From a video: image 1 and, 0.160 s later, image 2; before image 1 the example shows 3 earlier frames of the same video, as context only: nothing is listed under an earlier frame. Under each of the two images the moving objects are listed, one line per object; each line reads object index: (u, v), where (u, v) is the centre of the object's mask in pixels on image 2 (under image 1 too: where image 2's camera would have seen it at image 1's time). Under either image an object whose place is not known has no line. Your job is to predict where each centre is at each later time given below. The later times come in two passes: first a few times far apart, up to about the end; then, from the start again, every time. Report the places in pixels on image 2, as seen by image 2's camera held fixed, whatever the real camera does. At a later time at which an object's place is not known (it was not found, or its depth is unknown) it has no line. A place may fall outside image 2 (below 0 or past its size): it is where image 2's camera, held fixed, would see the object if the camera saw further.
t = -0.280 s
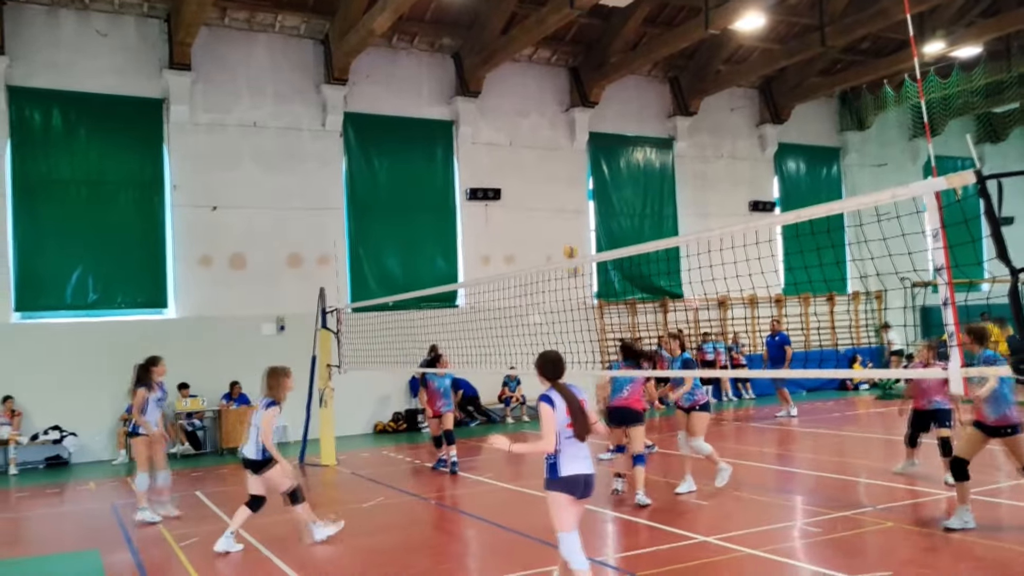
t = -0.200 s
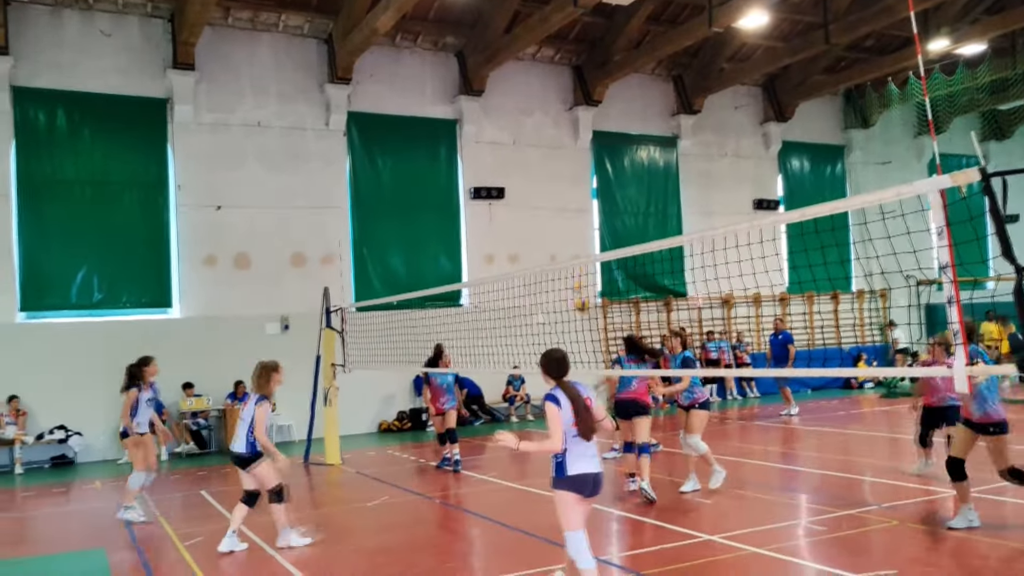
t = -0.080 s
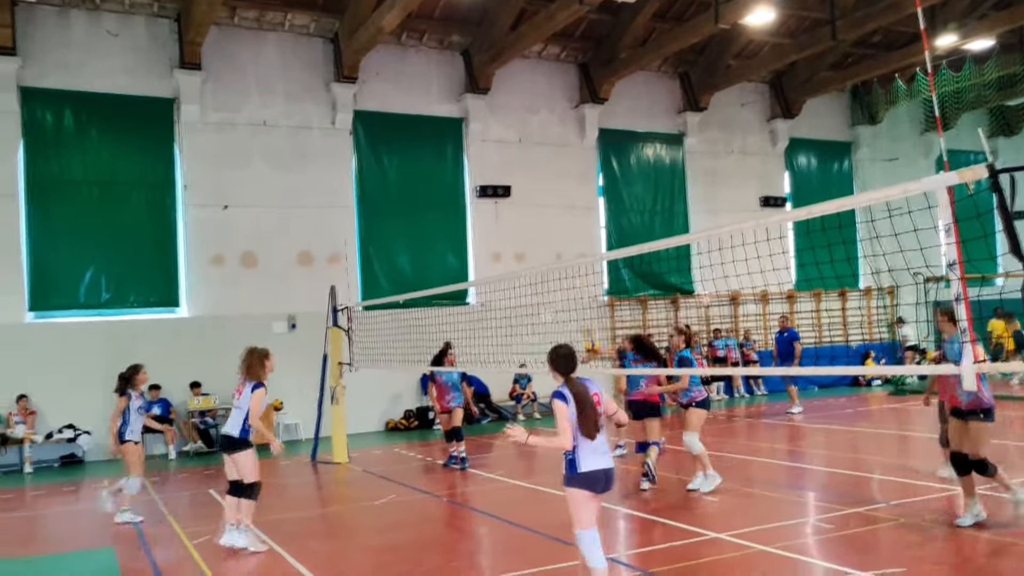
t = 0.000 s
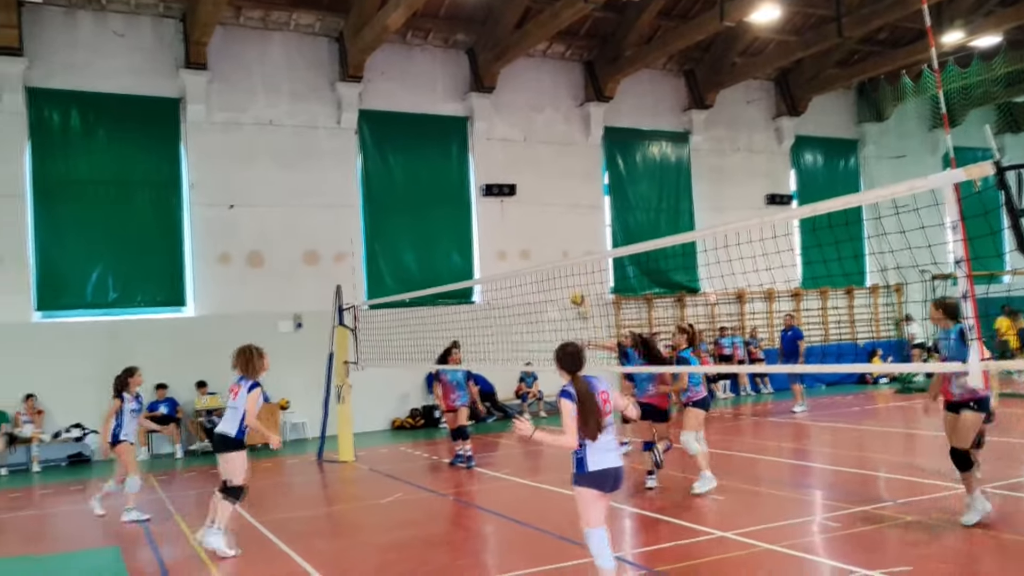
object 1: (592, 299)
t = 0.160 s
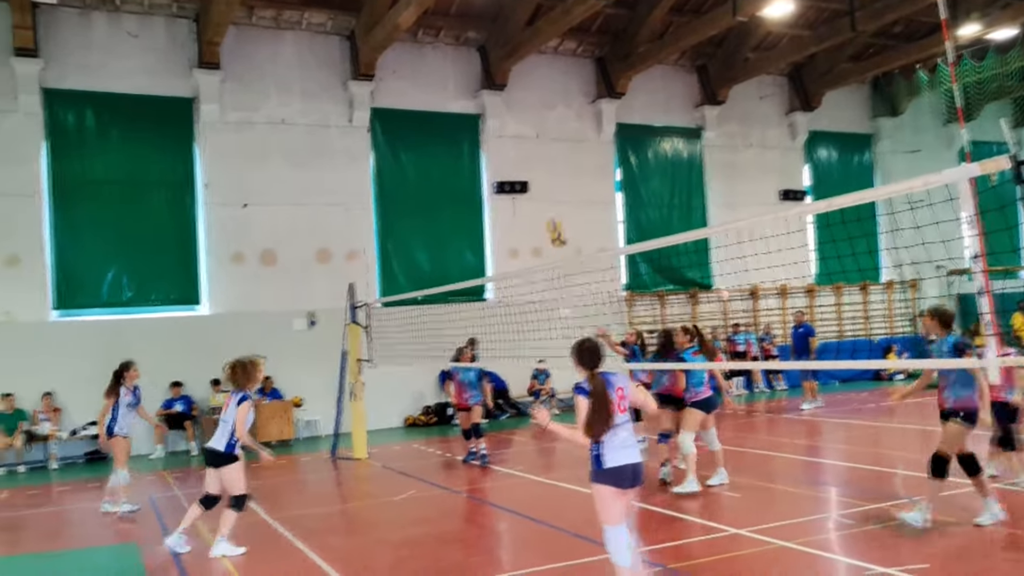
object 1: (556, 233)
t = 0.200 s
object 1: (547, 220)
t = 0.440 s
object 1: (481, 146)
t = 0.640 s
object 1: (416, 118)
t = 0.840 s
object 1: (338, 128)
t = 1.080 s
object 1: (210, 229)
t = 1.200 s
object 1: (141, 311)
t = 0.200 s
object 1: (547, 220)
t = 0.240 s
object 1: (535, 204)
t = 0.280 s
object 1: (525, 191)
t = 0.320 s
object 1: (516, 181)
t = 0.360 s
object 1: (504, 167)
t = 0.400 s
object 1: (492, 156)
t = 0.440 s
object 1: (481, 146)
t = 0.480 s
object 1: (469, 137)
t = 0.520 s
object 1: (458, 131)
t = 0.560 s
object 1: (444, 125)
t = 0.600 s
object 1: (430, 120)
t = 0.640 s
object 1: (416, 118)
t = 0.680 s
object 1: (400, 116)
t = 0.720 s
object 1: (386, 116)
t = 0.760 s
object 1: (373, 118)
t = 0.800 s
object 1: (355, 122)
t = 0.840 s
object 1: (338, 128)
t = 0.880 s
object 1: (317, 137)
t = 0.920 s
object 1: (300, 147)
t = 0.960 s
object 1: (282, 159)
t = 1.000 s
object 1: (262, 175)
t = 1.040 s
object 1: (228, 208)
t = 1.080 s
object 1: (210, 229)
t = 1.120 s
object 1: (186, 254)
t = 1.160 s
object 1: (164, 281)
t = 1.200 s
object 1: (141, 311)
